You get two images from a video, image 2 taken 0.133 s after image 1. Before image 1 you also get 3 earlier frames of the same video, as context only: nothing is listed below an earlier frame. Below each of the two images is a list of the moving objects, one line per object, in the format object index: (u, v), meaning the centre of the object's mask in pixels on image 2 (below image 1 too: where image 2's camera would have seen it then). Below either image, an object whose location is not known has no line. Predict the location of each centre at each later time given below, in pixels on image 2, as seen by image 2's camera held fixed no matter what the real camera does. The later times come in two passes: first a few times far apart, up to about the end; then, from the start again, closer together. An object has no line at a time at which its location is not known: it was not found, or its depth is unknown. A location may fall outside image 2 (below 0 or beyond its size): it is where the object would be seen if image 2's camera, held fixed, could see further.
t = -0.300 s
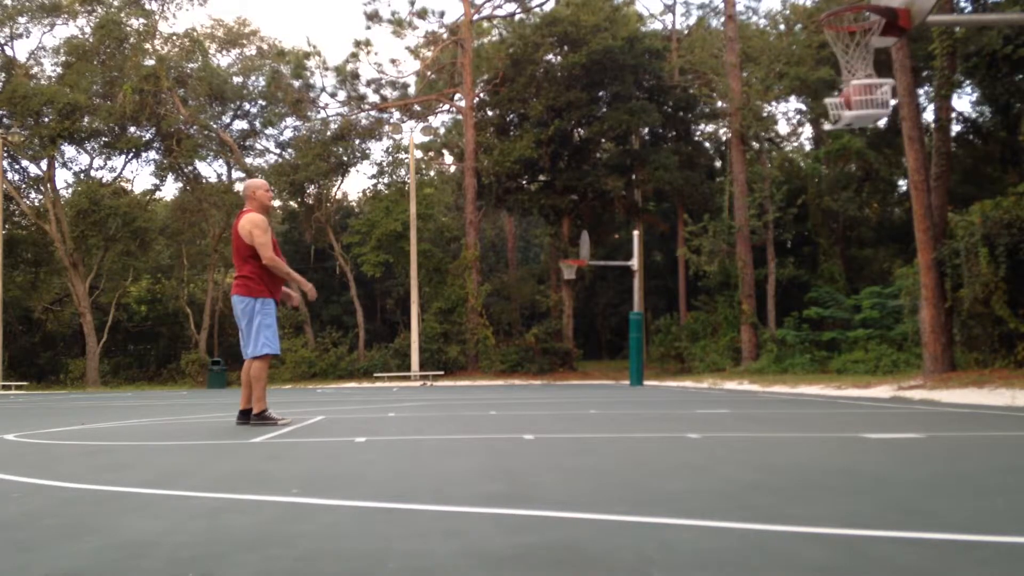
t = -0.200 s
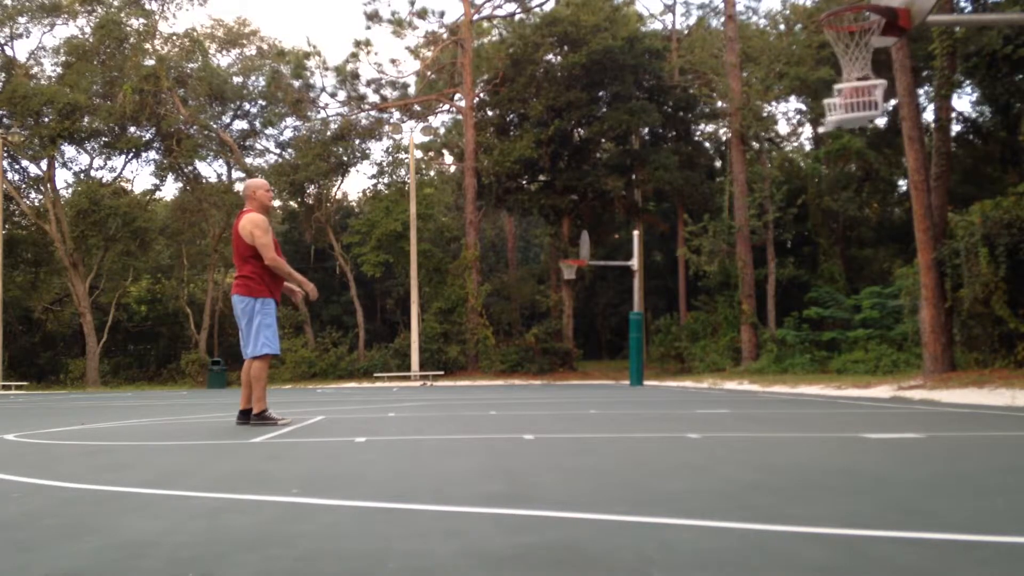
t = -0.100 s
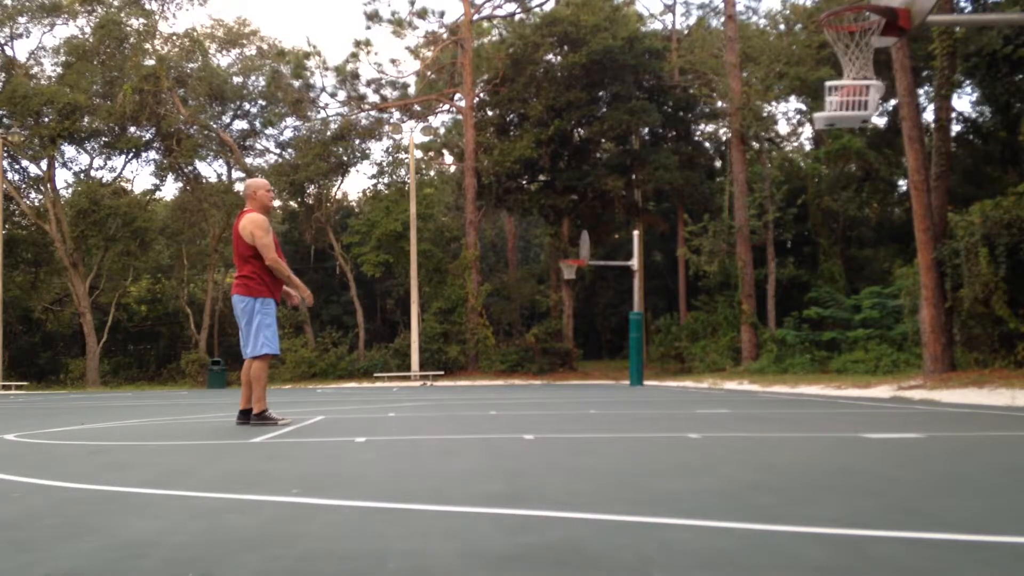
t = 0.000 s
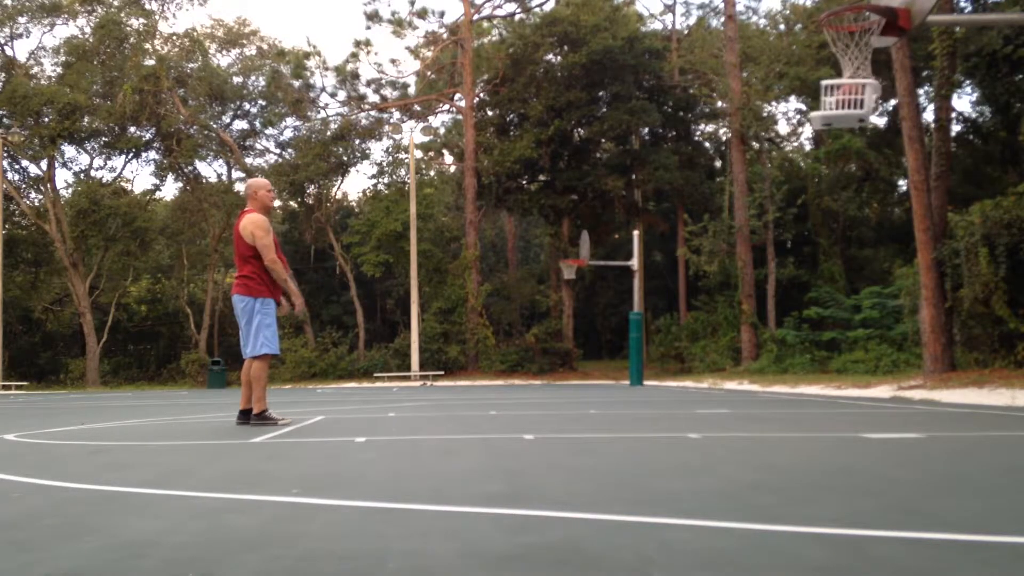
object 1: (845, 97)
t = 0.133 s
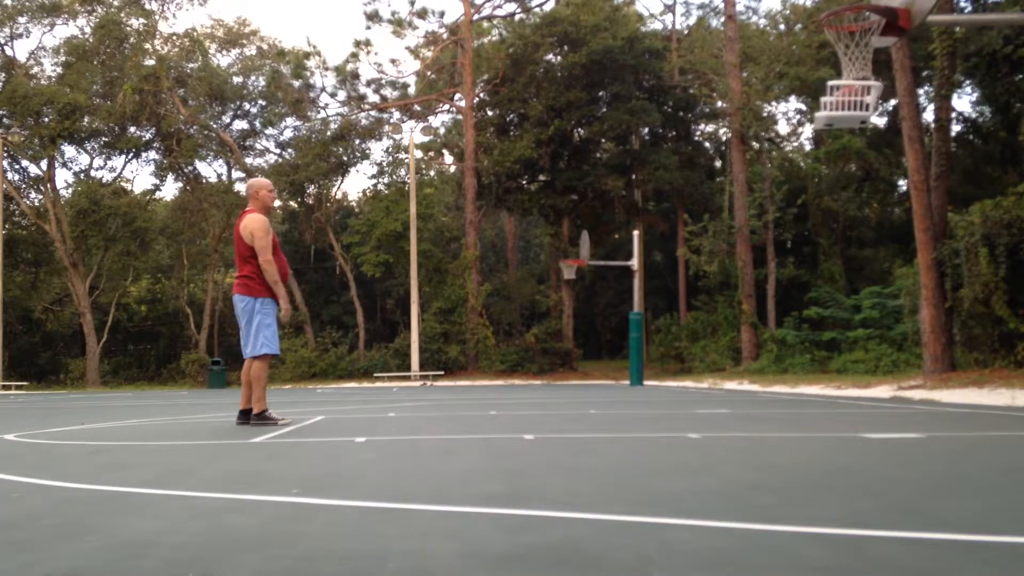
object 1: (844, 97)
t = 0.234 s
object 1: (844, 96)
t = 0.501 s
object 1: (837, 108)
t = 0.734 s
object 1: (824, 122)
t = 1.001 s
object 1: (793, 196)
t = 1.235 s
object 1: (768, 341)
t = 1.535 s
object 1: (738, 302)
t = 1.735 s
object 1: (718, 264)
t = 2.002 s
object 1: (692, 290)
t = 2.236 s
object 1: (672, 393)
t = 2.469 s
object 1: (650, 336)
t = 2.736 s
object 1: (628, 332)
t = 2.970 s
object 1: (609, 404)
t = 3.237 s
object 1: (586, 357)
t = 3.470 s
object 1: (567, 388)
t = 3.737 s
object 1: (543, 376)
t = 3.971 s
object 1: (523, 403)
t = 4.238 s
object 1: (501, 396)
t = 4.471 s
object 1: (481, 396)
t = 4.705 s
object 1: (460, 400)
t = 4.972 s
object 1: (437, 408)
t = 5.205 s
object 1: (418, 407)
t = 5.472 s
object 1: (394, 409)
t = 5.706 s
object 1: (373, 410)
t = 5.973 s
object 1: (348, 410)
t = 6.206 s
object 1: (328, 411)
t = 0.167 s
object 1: (847, 98)
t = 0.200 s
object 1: (844, 93)
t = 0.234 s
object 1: (844, 96)
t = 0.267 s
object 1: (839, 100)
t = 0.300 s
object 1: (837, 103)
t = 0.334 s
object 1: (838, 104)
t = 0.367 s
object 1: (838, 106)
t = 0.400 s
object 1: (838, 106)
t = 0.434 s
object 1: (838, 107)
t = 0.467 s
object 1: (837, 107)
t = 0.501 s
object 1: (837, 108)
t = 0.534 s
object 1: (836, 108)
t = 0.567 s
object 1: (835, 109)
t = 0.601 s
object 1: (833, 111)
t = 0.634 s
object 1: (832, 112)
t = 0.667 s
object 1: (829, 115)
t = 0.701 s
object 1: (826, 118)
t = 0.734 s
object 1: (824, 122)
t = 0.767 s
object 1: (820, 126)
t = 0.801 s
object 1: (818, 132)
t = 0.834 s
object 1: (813, 139)
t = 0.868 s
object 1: (810, 148)
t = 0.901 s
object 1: (804, 159)
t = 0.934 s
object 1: (800, 170)
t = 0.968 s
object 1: (796, 182)
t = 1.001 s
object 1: (793, 196)
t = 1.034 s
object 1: (789, 212)
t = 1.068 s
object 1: (785, 230)
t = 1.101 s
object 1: (782, 248)
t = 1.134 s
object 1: (778, 270)
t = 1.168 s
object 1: (776, 291)
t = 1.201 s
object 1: (771, 315)
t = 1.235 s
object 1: (768, 341)
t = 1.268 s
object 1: (766, 367)
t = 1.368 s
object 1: (756, 372)
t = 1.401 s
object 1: (752, 356)
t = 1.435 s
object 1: (749, 342)
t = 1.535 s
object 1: (738, 302)
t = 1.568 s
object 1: (734, 291)
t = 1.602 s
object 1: (731, 283)
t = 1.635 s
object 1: (727, 275)
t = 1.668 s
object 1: (724, 270)
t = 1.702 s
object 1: (721, 266)
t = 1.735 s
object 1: (718, 264)
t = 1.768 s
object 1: (715, 262)
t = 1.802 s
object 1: (712, 262)
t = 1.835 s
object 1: (709, 263)
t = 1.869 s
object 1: (705, 265)
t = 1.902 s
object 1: (701, 269)
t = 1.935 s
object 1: (699, 274)
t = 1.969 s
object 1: (696, 282)
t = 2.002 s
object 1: (692, 290)
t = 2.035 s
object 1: (689, 300)
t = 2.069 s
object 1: (686, 311)
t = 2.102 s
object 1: (683, 324)
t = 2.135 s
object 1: (680, 338)
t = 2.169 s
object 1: (677, 355)
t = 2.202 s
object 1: (674, 372)
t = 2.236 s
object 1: (672, 393)
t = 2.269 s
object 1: (669, 401)
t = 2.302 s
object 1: (666, 386)
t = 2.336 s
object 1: (663, 373)
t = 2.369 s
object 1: (660, 362)
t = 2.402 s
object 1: (657, 352)
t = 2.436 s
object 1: (654, 343)
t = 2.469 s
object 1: (650, 336)
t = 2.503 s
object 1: (648, 332)
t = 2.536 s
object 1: (646, 327)
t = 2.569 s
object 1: (643, 325)
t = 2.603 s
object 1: (640, 323)
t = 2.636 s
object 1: (638, 323)
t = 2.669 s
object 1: (634, 324)
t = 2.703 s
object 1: (631, 328)
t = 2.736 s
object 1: (628, 332)
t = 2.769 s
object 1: (625, 338)
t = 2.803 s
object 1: (623, 344)
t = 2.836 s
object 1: (620, 353)
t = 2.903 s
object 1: (615, 376)
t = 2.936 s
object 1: (612, 390)
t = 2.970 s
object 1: (609, 404)
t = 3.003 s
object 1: (606, 396)
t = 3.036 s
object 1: (603, 385)
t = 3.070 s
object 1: (601, 376)
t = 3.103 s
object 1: (598, 370)
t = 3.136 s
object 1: (595, 364)
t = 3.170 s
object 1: (592, 360)
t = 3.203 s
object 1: (589, 358)
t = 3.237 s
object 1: (586, 357)
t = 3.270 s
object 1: (583, 357)
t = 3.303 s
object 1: (580, 358)
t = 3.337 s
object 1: (578, 361)
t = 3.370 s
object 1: (574, 365)
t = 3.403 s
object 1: (572, 372)
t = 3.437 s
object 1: (570, 379)
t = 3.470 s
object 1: (567, 388)
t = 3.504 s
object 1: (563, 400)
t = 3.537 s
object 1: (561, 401)
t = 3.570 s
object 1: (558, 393)
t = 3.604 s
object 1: (555, 387)
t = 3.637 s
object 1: (552, 382)
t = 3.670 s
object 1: (549, 378)
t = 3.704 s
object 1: (546, 376)
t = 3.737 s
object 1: (543, 376)
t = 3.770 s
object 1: (541, 376)
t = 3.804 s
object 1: (538, 378)
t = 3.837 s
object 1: (535, 382)
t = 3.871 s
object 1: (532, 387)
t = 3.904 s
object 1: (529, 394)
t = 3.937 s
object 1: (526, 403)
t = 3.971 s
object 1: (523, 403)
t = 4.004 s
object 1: (521, 398)
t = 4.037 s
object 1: (518, 392)
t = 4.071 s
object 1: (515, 389)
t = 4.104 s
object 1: (512, 388)
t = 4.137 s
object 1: (510, 388)
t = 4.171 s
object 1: (507, 389)
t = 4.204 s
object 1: (504, 392)
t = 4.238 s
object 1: (501, 396)
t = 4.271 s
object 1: (498, 402)
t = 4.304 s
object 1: (495, 406)
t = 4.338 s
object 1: (492, 401)
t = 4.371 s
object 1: (489, 398)
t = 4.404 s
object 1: (486, 396)
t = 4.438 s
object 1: (483, 395)
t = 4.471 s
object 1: (481, 396)
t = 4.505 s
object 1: (477, 399)
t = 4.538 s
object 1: (474, 402)
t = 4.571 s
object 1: (471, 407)
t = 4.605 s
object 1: (469, 404)
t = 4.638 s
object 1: (465, 401)
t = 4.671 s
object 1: (463, 400)
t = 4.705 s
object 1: (460, 400)
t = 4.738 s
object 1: (457, 402)
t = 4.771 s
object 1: (454, 406)
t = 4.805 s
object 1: (451, 407)
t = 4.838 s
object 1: (448, 405)
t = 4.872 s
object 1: (445, 404)
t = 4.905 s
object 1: (443, 403)
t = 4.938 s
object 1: (440, 405)
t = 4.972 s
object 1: (437, 408)
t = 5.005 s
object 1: (434, 406)
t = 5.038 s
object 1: (431, 405)
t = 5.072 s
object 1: (429, 405)
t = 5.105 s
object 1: (426, 407)
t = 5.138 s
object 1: (423, 408)
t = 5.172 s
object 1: (420, 407)
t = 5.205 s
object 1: (418, 407)
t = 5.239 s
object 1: (415, 408)
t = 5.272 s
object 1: (412, 408)
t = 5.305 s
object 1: (409, 408)
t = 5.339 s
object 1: (406, 409)
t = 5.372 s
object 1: (403, 409)
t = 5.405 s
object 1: (400, 409)
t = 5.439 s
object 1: (397, 409)
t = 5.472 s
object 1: (394, 409)
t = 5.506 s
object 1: (391, 409)
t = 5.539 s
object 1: (388, 409)
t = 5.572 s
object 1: (385, 409)
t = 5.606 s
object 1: (382, 409)
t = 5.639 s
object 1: (379, 409)
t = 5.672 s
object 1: (376, 410)
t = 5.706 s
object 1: (373, 410)
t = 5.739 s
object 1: (369, 410)
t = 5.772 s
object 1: (366, 410)
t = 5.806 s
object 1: (363, 410)
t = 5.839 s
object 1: (360, 410)
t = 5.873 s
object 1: (357, 410)
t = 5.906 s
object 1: (354, 410)
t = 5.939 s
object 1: (351, 410)
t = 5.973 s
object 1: (348, 410)
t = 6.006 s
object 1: (345, 410)
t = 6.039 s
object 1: (342, 410)
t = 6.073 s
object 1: (340, 410)
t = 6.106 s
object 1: (337, 410)
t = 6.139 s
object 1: (334, 410)
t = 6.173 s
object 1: (331, 410)
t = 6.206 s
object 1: (328, 411)
